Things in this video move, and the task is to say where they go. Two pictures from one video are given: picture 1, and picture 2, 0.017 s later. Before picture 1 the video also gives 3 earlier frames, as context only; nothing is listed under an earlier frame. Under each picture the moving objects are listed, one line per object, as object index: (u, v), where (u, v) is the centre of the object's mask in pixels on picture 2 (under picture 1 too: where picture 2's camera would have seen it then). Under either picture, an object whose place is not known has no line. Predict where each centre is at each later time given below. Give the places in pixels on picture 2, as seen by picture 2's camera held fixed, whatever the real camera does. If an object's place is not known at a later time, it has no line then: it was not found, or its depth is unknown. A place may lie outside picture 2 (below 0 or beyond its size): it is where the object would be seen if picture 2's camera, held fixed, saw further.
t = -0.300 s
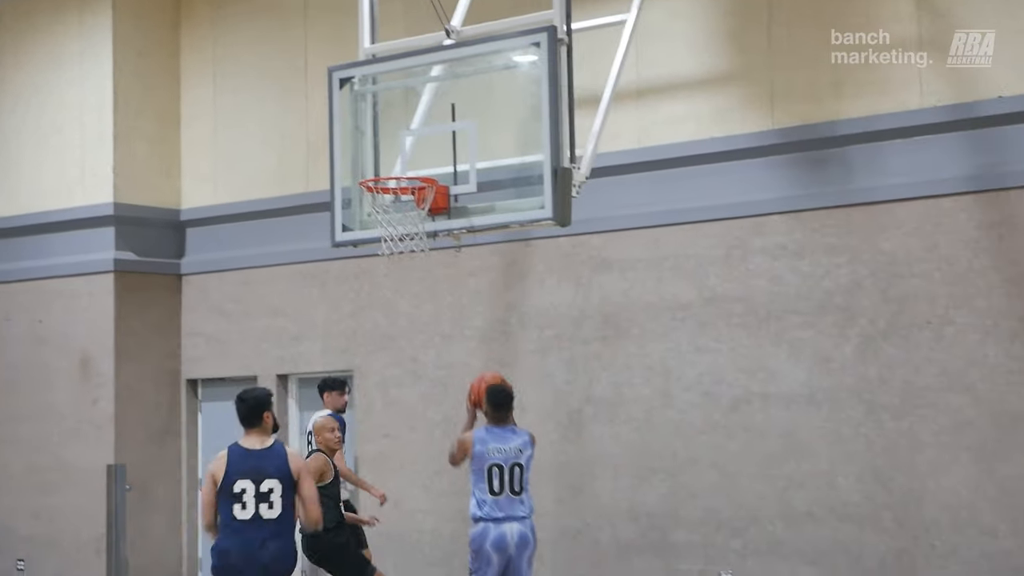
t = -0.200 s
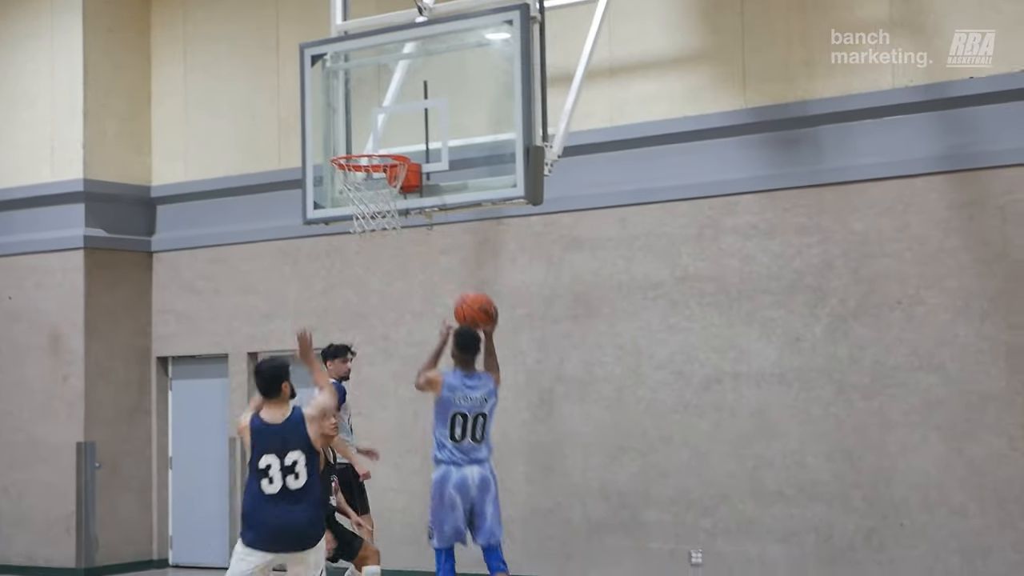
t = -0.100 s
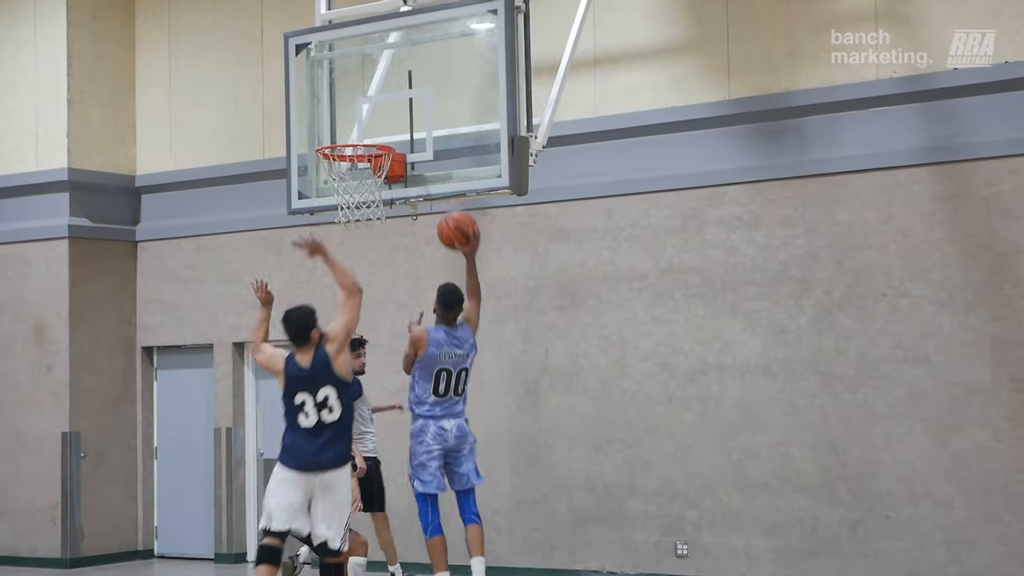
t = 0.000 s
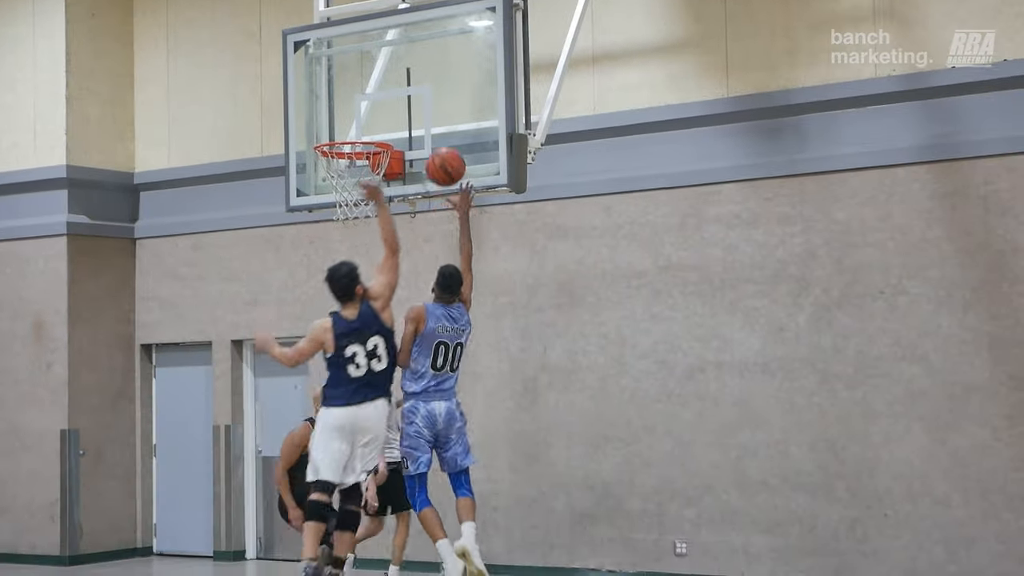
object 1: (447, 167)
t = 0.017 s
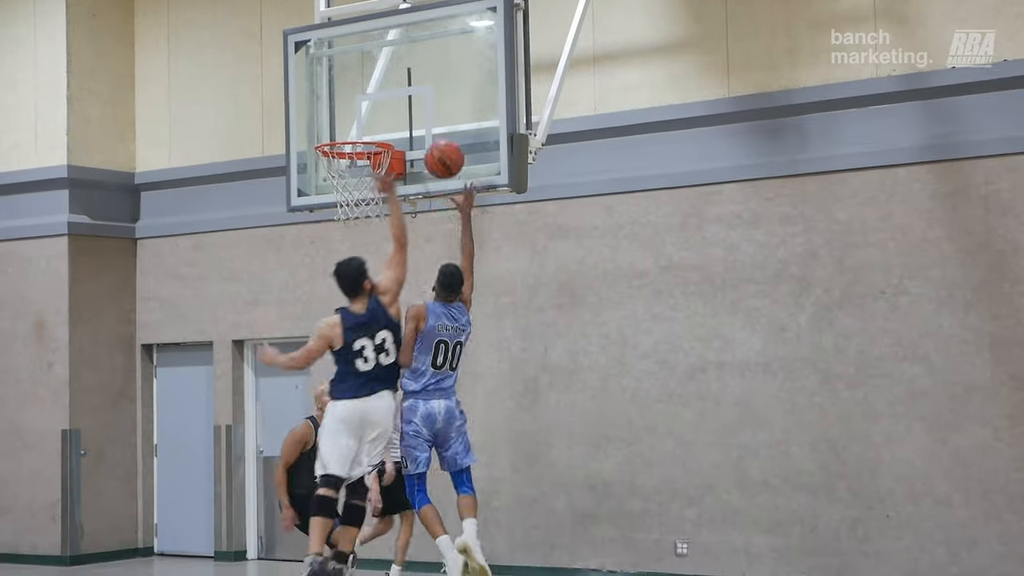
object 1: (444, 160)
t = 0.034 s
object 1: (442, 152)
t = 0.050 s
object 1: (440, 145)
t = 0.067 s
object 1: (439, 137)
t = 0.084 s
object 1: (437, 131)
